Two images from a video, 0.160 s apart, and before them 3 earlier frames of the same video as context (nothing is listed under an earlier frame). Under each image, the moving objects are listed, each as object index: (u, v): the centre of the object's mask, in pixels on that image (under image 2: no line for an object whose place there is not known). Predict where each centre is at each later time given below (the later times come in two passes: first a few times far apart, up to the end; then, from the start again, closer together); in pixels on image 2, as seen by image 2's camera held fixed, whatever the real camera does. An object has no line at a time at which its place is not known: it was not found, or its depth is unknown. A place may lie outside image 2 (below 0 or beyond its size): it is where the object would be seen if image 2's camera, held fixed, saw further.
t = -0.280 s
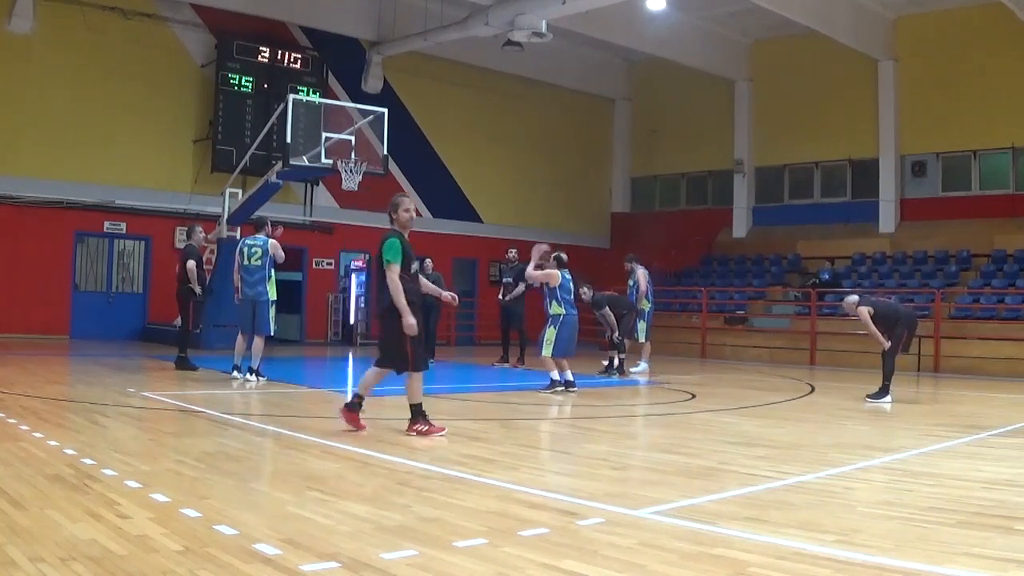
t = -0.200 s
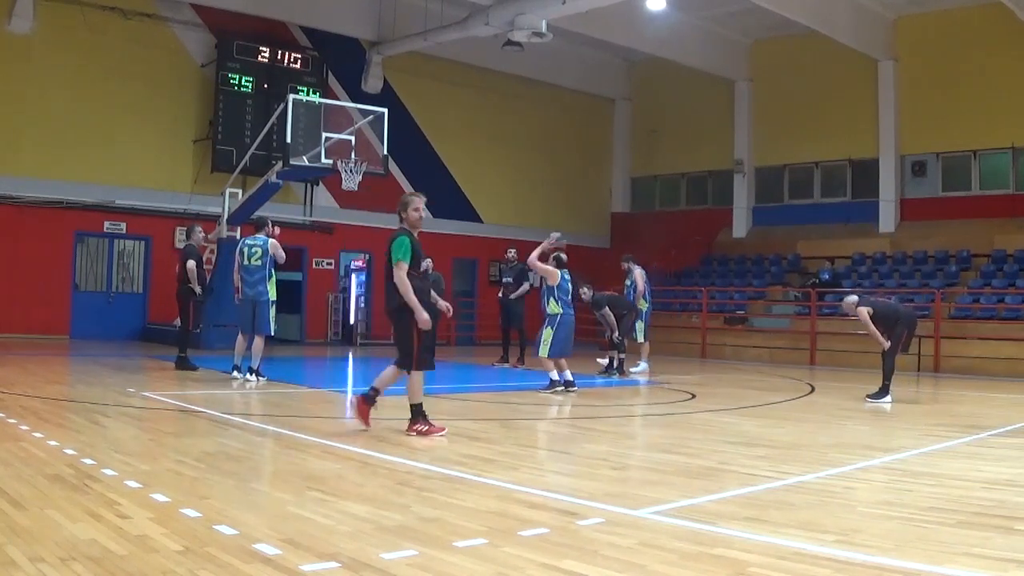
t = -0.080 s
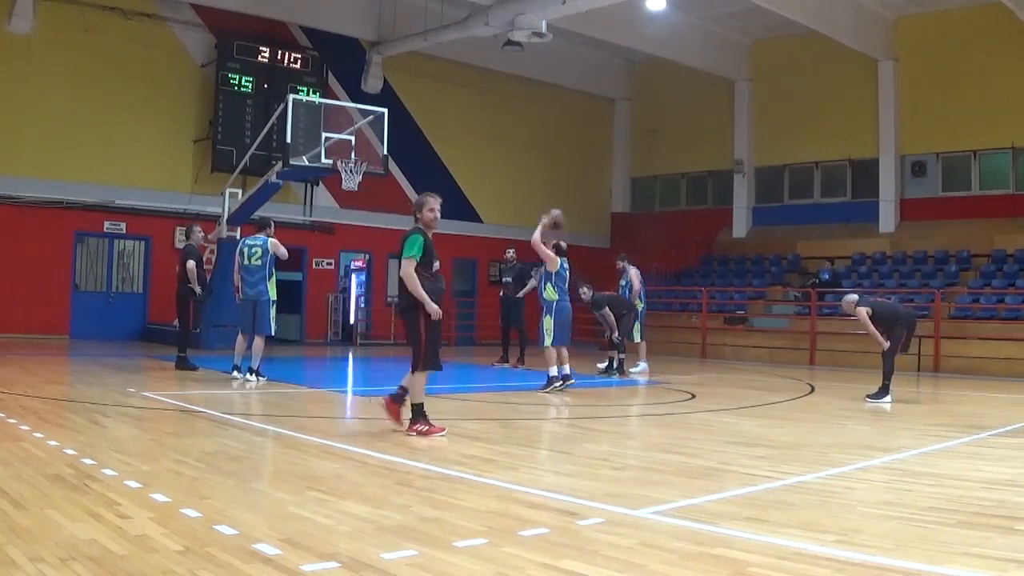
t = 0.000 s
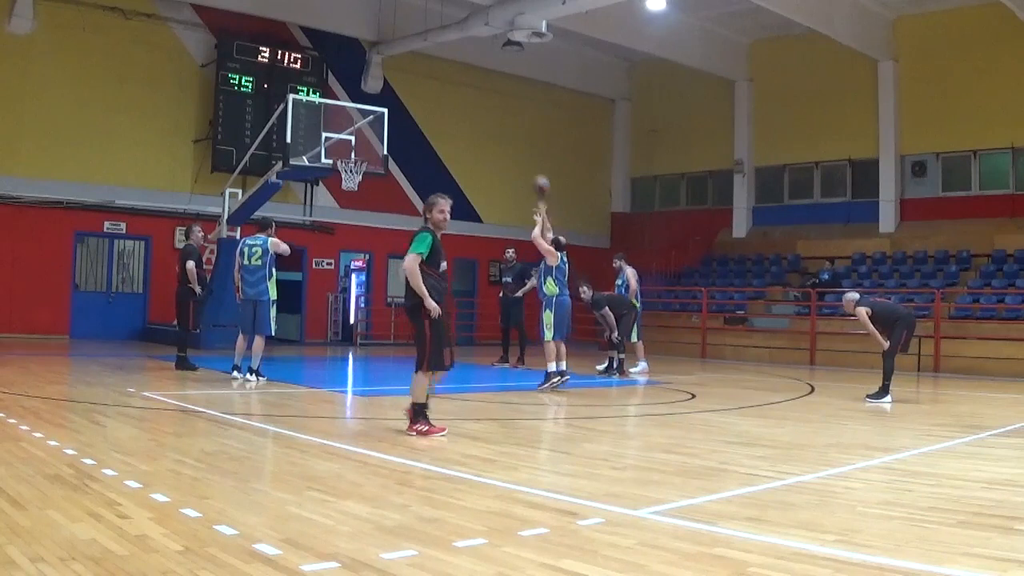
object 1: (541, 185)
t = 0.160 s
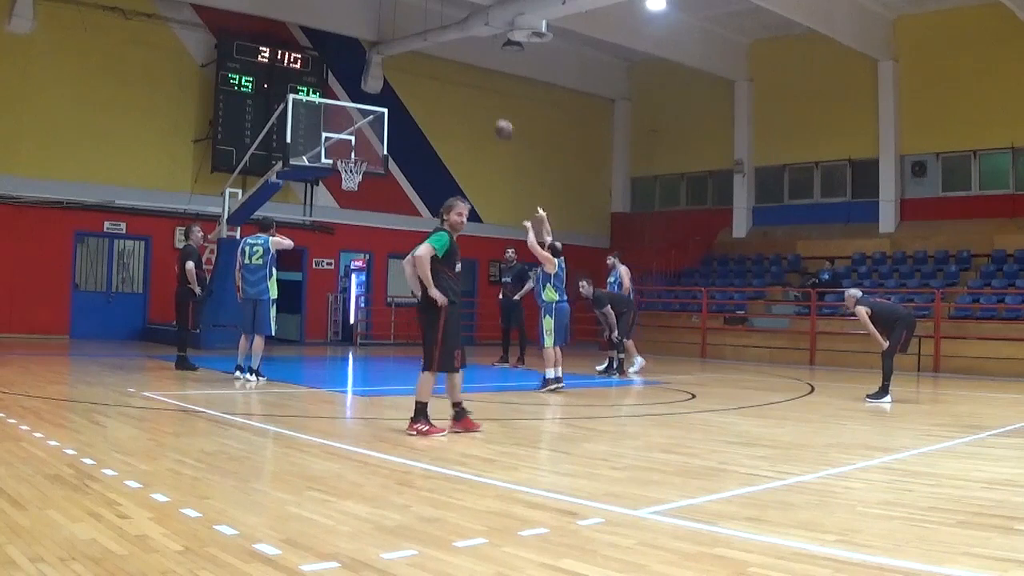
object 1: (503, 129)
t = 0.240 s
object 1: (485, 110)
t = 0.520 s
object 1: (429, 85)
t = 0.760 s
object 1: (385, 106)
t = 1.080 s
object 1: (355, 134)
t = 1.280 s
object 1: (369, 119)
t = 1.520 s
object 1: (385, 134)
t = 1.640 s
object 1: (392, 159)
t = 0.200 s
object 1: (495, 119)
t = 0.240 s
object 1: (485, 110)
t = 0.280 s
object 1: (477, 102)
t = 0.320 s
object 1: (469, 97)
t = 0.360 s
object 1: (461, 92)
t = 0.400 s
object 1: (452, 89)
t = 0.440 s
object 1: (444, 86)
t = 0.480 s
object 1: (436, 85)
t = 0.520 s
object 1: (429, 85)
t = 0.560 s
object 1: (421, 86)
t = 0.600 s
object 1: (414, 88)
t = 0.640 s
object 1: (406, 91)
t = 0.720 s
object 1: (392, 100)
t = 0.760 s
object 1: (385, 106)
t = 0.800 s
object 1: (378, 112)
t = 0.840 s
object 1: (371, 122)
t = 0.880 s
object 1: (366, 130)
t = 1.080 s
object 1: (355, 134)
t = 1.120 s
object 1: (358, 130)
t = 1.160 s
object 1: (360, 127)
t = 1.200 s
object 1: (362, 124)
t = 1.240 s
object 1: (366, 120)
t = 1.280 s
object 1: (369, 119)
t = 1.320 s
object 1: (371, 118)
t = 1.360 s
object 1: (374, 119)
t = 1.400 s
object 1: (376, 120)
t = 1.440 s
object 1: (382, 121)
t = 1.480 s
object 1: (384, 127)
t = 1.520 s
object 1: (385, 134)
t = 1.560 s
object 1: (387, 141)
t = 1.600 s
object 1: (391, 149)
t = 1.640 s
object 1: (392, 159)
